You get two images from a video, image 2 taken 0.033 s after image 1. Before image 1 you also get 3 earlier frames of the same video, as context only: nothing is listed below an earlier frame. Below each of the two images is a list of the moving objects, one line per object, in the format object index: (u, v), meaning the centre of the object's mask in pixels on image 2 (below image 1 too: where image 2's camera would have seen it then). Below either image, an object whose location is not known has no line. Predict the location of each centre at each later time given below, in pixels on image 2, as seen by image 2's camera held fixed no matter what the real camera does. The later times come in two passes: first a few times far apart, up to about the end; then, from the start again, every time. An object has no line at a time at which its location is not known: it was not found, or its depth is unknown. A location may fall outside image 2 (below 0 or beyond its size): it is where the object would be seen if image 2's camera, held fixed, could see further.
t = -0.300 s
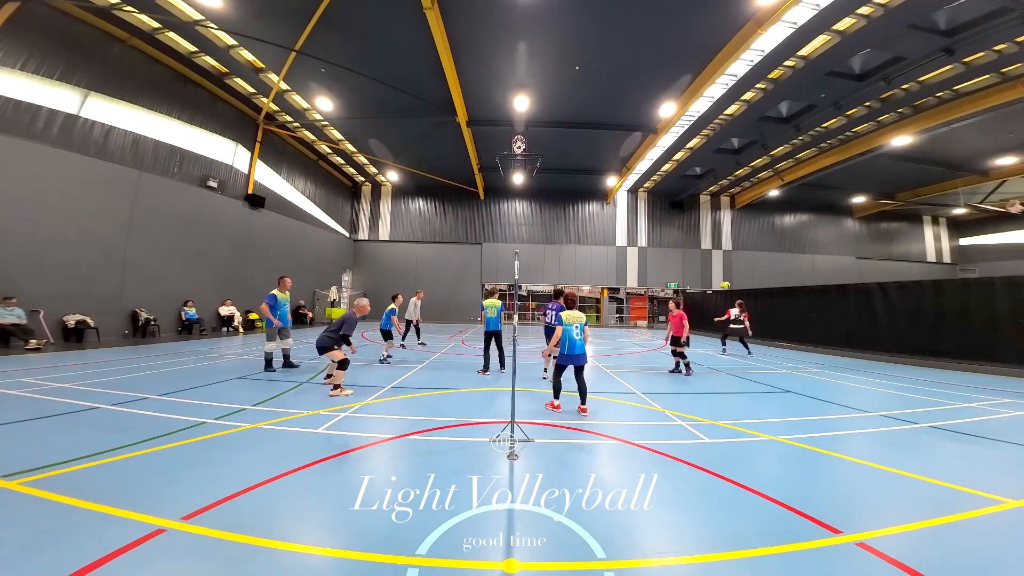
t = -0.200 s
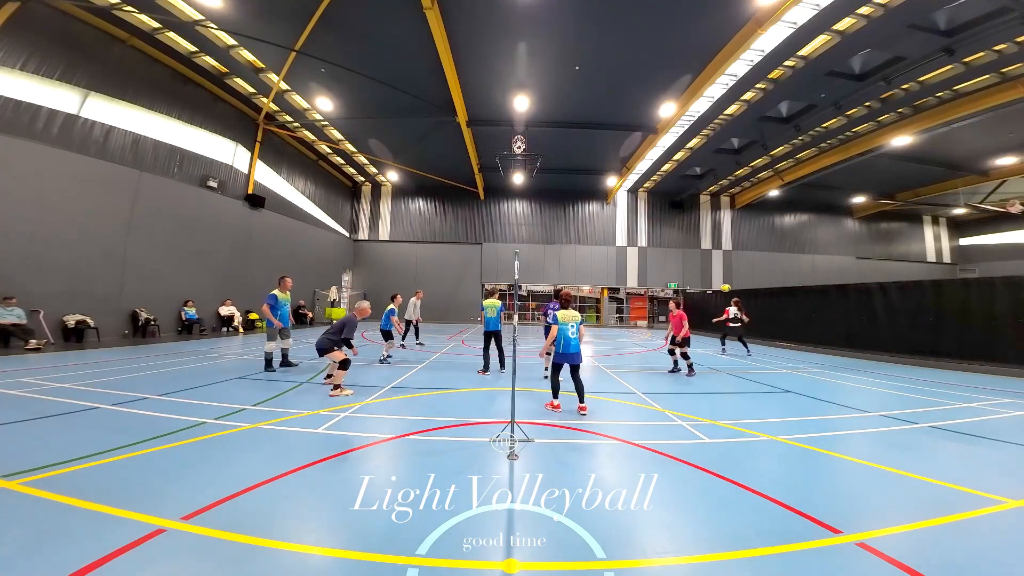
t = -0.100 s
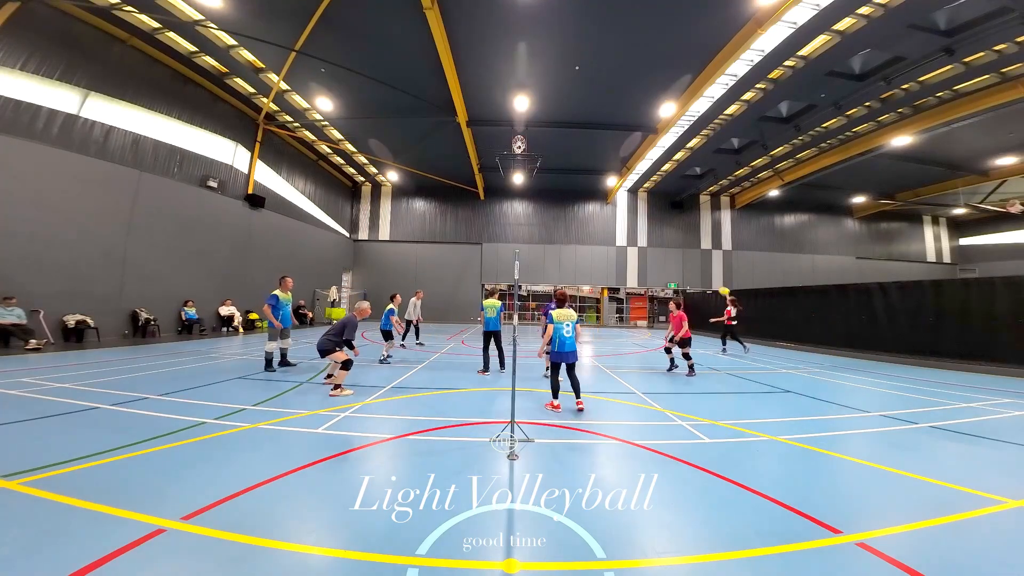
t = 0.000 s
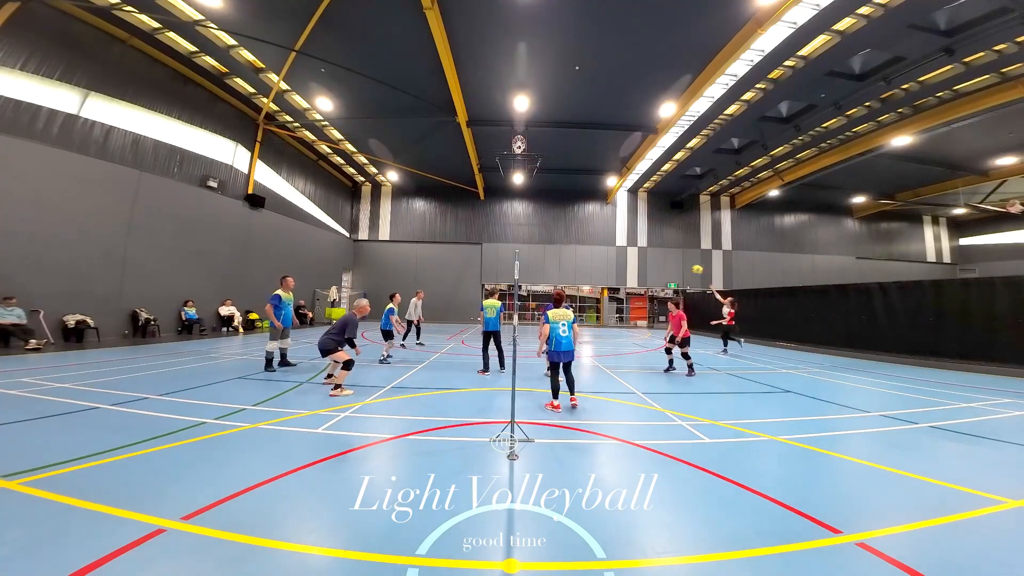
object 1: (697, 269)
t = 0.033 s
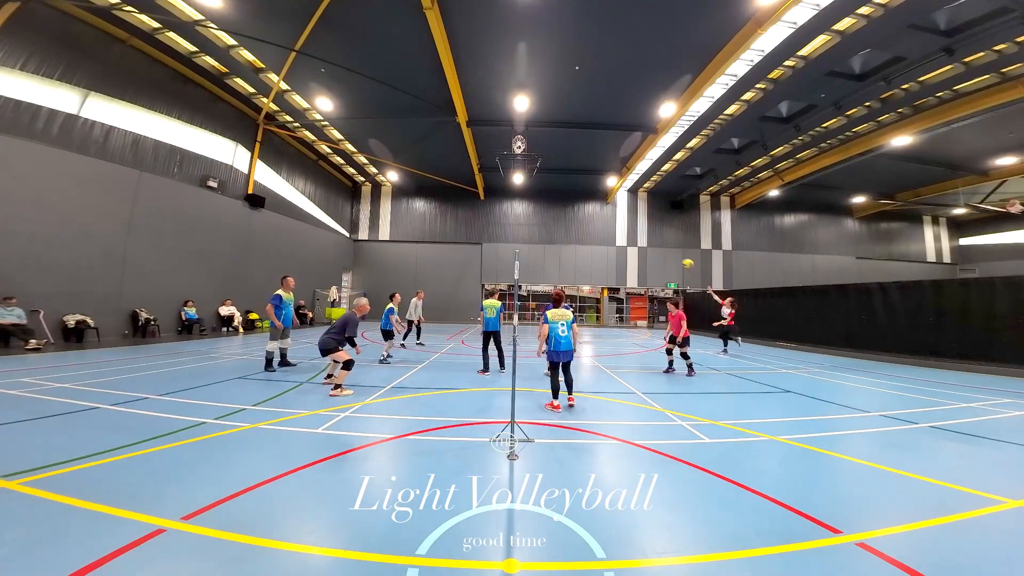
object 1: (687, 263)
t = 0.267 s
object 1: (619, 231)
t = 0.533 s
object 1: (537, 222)
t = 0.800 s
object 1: (438, 249)
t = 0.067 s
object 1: (678, 256)
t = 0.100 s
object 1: (668, 251)
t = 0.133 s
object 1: (658, 246)
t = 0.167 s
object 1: (649, 242)
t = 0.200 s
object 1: (638, 237)
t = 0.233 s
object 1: (630, 234)
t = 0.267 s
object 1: (619, 231)
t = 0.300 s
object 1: (609, 228)
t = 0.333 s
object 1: (600, 225)
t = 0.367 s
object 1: (589, 224)
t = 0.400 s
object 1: (579, 222)
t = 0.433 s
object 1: (569, 222)
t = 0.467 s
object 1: (558, 221)
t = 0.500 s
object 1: (547, 221)
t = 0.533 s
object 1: (537, 222)
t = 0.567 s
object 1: (525, 223)
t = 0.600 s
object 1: (514, 225)
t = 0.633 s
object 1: (502, 227)
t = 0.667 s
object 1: (490, 230)
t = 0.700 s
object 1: (478, 234)
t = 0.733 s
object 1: (465, 238)
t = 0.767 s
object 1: (452, 244)
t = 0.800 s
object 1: (438, 249)
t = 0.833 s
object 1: (423, 257)
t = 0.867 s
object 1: (408, 264)
